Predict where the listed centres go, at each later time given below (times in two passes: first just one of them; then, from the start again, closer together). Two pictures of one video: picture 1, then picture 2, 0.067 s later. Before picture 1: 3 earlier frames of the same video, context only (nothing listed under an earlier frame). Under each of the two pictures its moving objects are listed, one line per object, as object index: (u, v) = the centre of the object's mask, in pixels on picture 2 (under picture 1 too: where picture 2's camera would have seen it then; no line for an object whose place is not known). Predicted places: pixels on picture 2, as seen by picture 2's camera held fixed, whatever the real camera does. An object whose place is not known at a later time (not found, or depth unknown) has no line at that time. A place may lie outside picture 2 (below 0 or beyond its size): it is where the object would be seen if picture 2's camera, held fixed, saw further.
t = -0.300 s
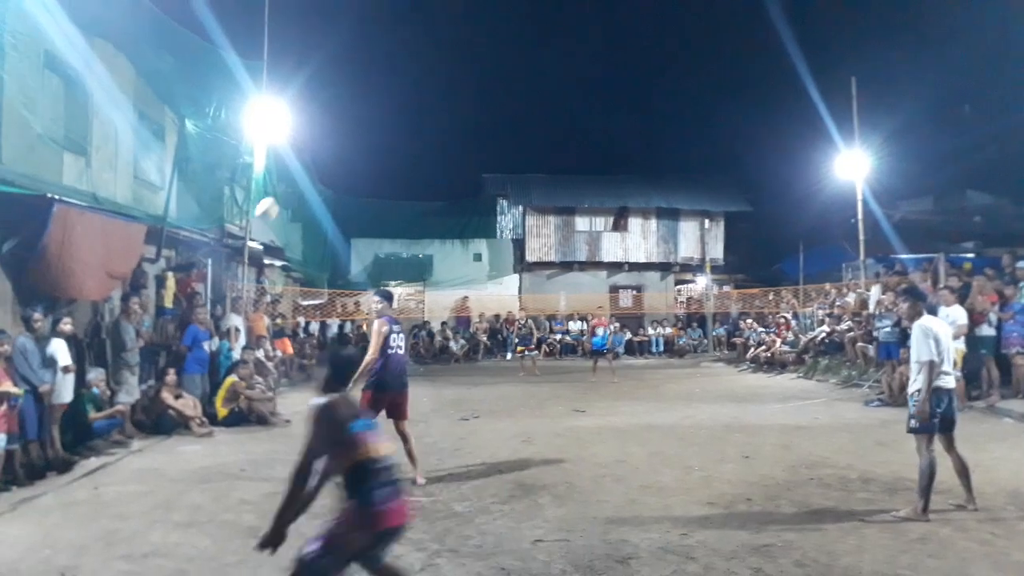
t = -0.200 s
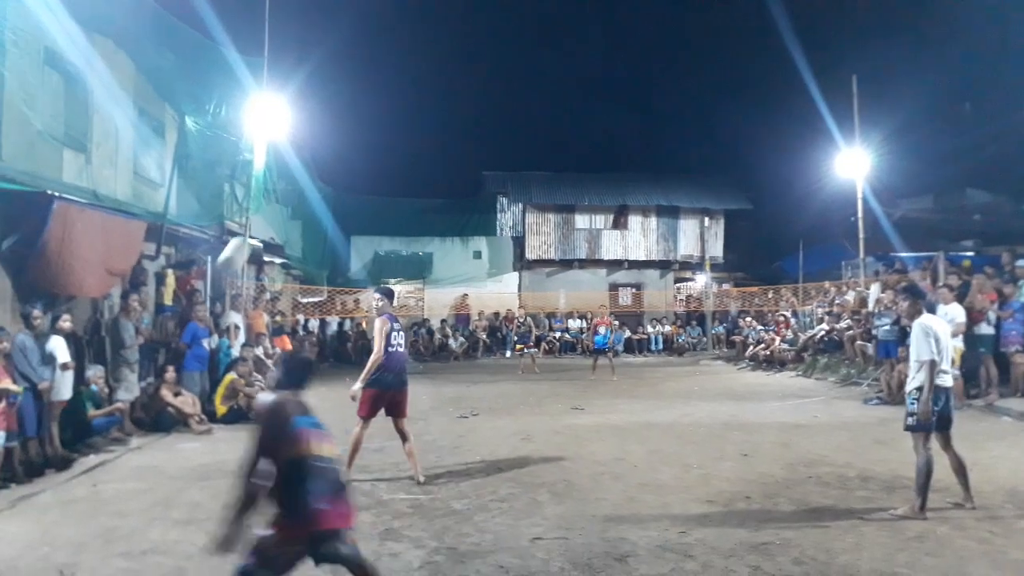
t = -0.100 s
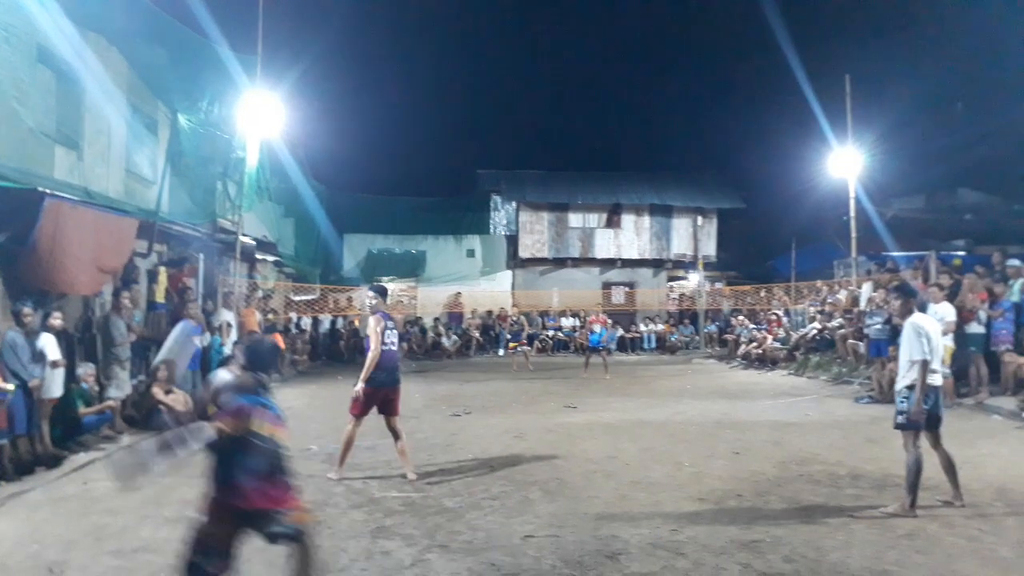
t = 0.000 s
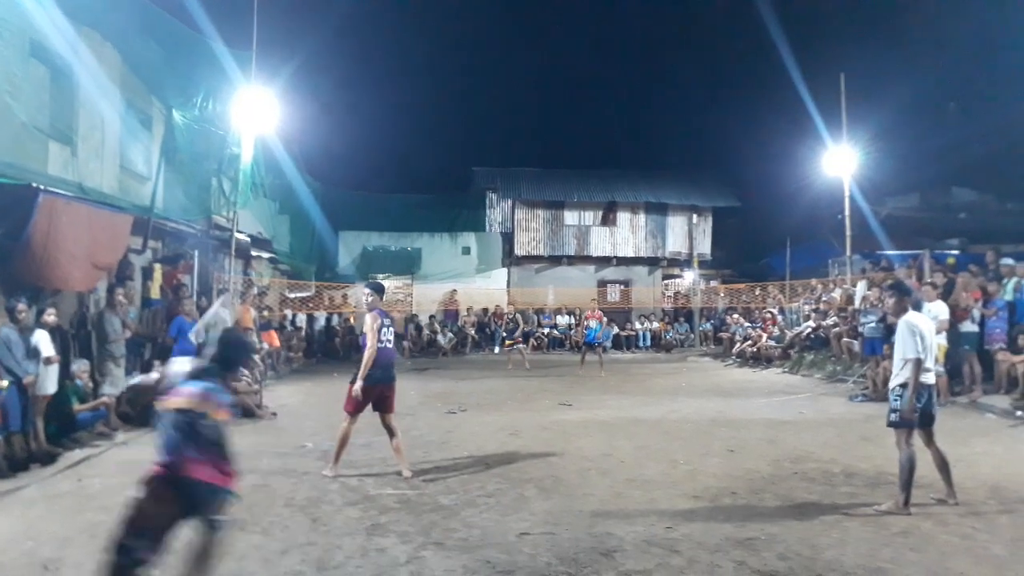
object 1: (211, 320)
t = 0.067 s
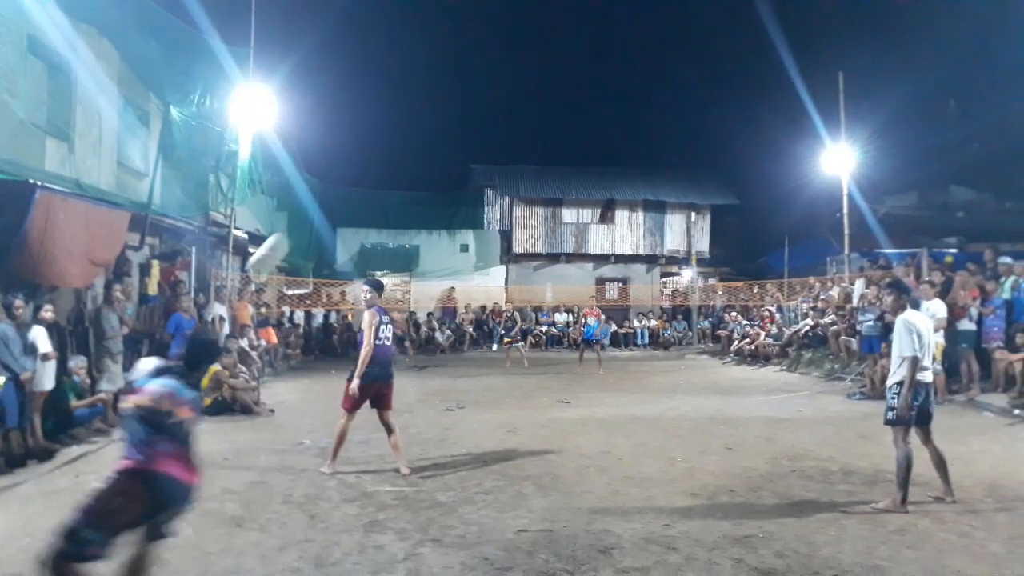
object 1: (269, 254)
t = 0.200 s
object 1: (342, 187)
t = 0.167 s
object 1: (328, 198)
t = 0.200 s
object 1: (342, 187)
